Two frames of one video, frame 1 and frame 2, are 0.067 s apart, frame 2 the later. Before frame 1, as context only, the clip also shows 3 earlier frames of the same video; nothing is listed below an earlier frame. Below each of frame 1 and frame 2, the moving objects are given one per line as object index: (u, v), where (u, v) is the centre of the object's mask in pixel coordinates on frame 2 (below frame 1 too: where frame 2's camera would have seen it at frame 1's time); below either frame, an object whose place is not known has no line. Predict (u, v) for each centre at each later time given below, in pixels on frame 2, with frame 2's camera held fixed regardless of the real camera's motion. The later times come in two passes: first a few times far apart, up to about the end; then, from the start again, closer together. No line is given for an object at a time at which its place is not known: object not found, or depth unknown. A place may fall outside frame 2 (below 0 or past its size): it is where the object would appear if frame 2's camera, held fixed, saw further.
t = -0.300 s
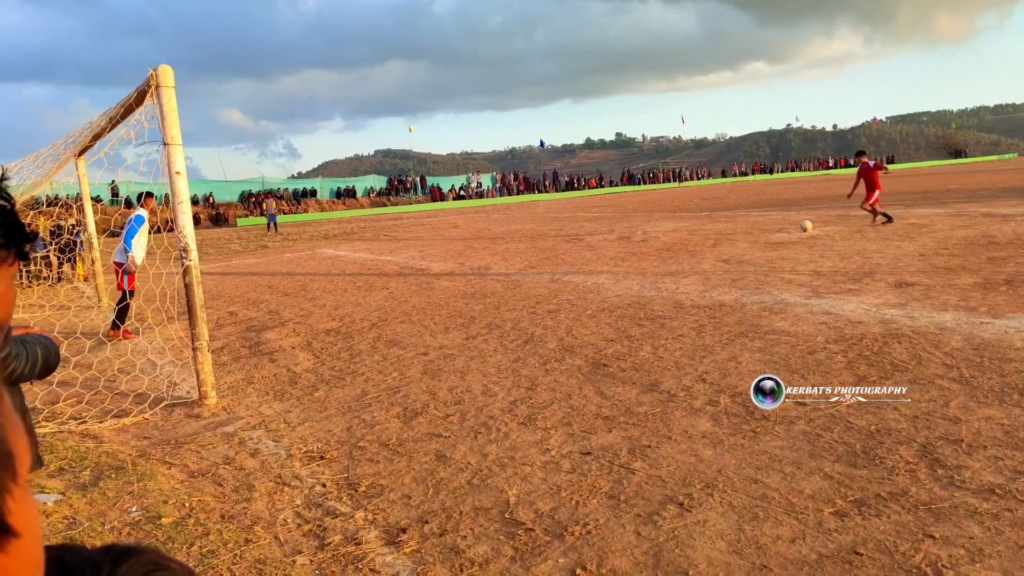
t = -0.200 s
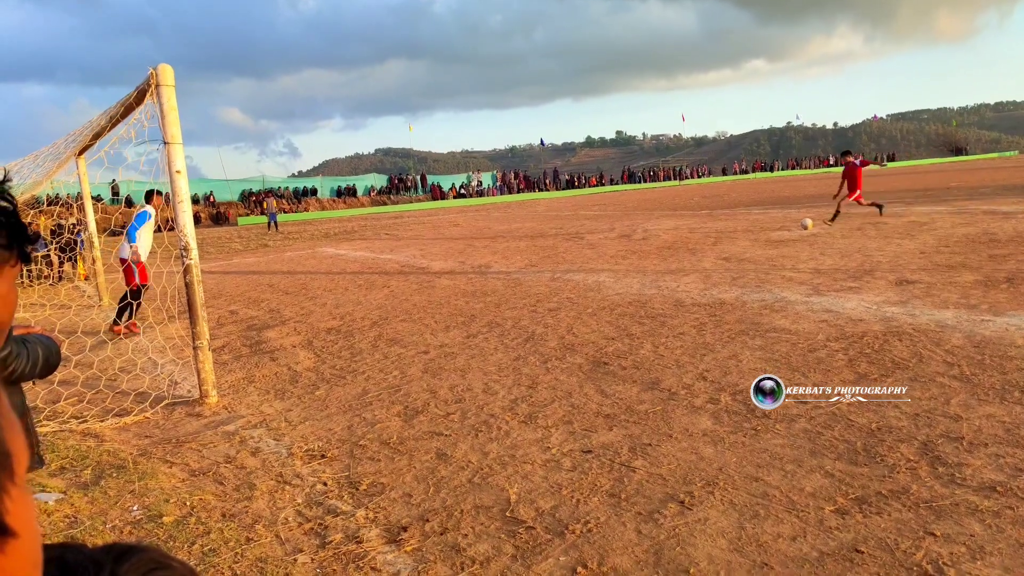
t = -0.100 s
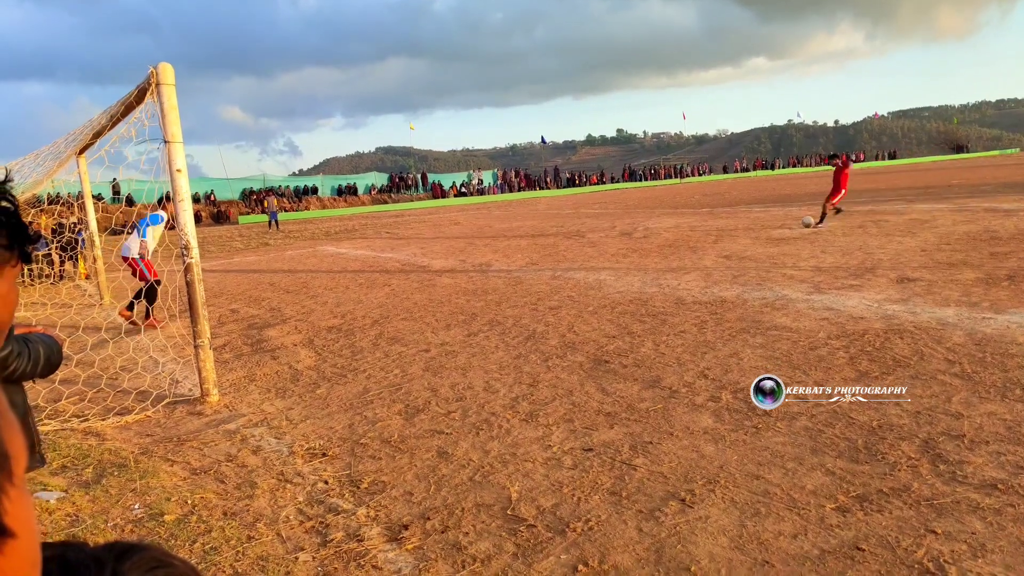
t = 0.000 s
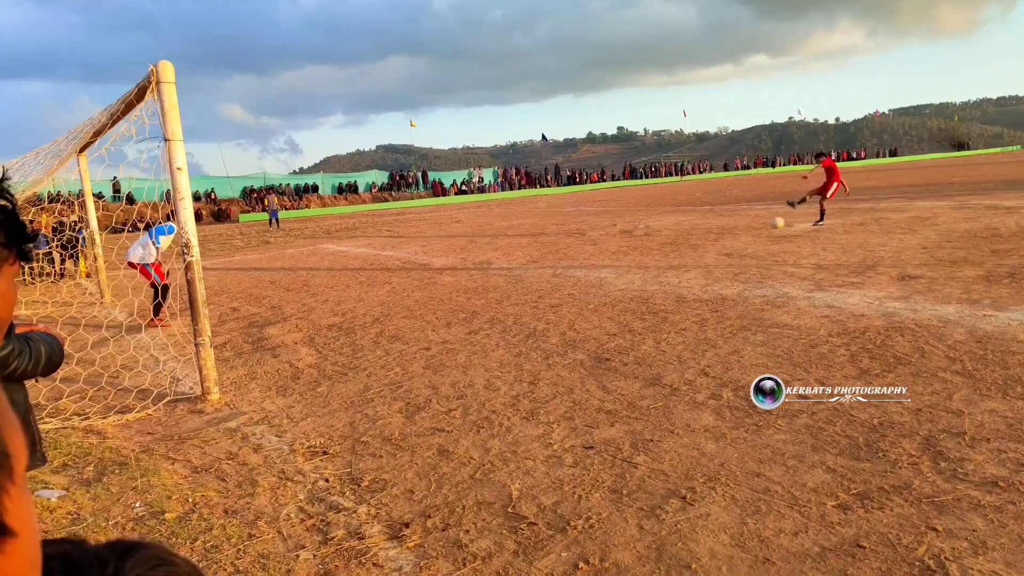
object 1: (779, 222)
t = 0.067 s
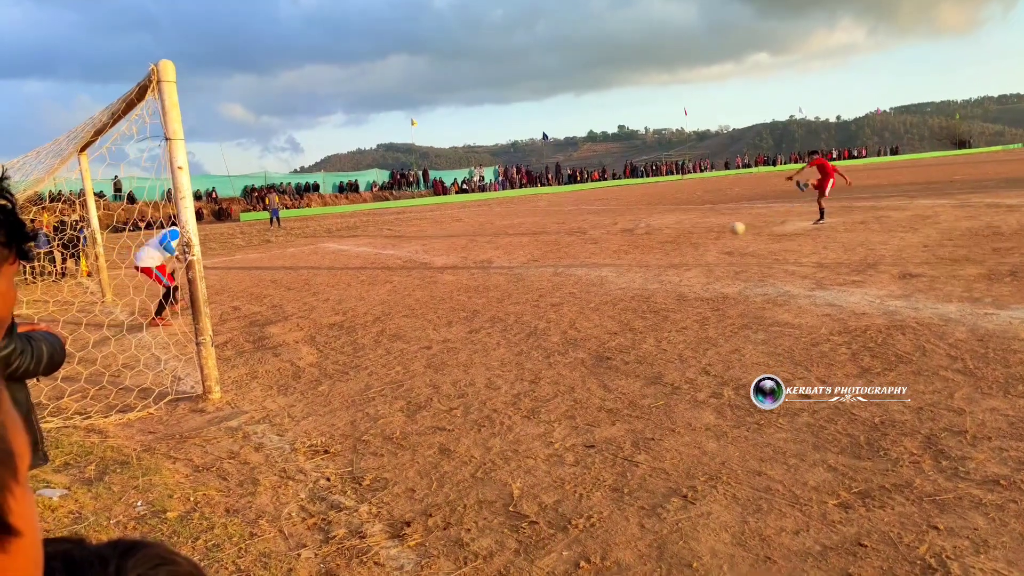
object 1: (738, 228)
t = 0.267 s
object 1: (591, 262)
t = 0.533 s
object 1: (232, 352)
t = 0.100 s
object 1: (716, 234)
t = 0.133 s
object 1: (693, 241)
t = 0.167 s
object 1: (668, 249)
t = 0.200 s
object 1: (645, 255)
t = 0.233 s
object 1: (619, 258)
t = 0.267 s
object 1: (591, 262)
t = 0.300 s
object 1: (562, 269)
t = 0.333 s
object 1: (531, 277)
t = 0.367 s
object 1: (498, 286)
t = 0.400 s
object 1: (460, 299)
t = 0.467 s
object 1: (336, 326)
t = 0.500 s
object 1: (288, 337)
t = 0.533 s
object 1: (232, 352)
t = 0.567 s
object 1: (175, 370)
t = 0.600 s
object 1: (103, 388)
